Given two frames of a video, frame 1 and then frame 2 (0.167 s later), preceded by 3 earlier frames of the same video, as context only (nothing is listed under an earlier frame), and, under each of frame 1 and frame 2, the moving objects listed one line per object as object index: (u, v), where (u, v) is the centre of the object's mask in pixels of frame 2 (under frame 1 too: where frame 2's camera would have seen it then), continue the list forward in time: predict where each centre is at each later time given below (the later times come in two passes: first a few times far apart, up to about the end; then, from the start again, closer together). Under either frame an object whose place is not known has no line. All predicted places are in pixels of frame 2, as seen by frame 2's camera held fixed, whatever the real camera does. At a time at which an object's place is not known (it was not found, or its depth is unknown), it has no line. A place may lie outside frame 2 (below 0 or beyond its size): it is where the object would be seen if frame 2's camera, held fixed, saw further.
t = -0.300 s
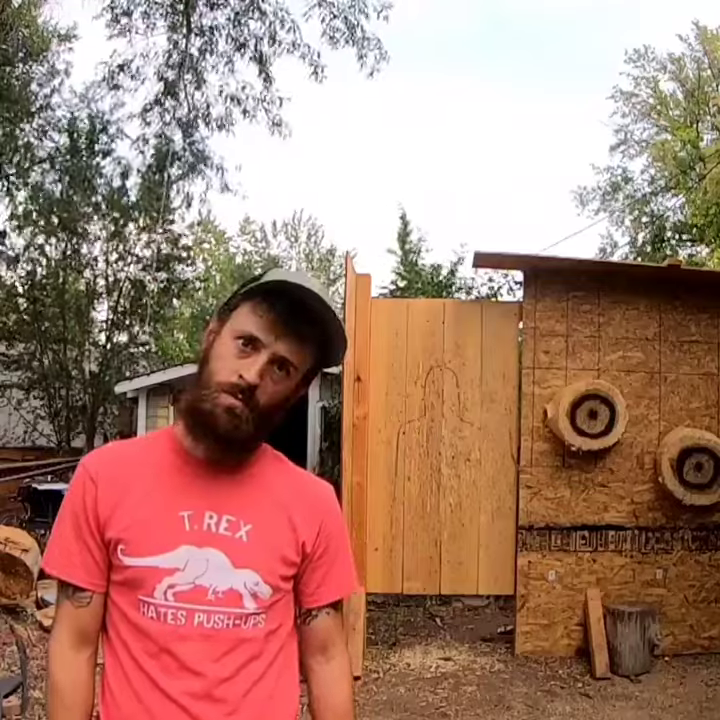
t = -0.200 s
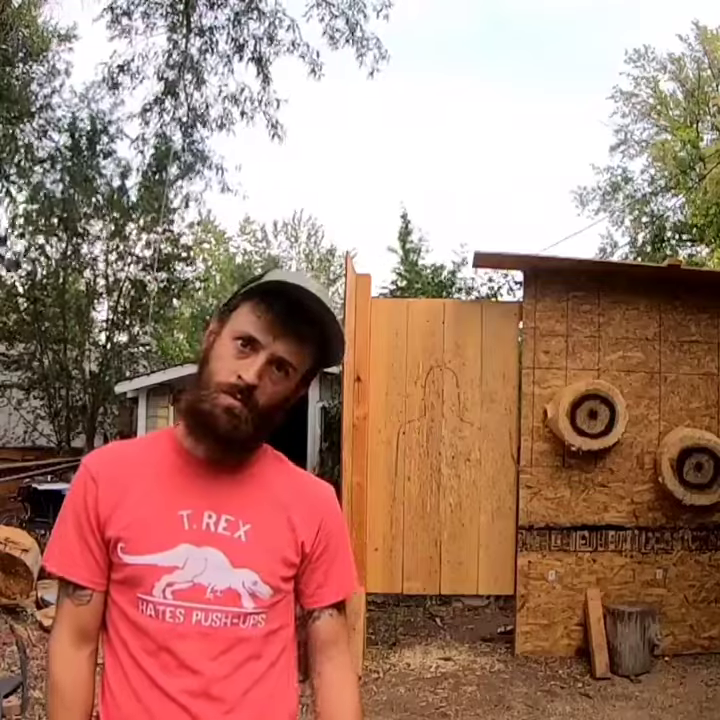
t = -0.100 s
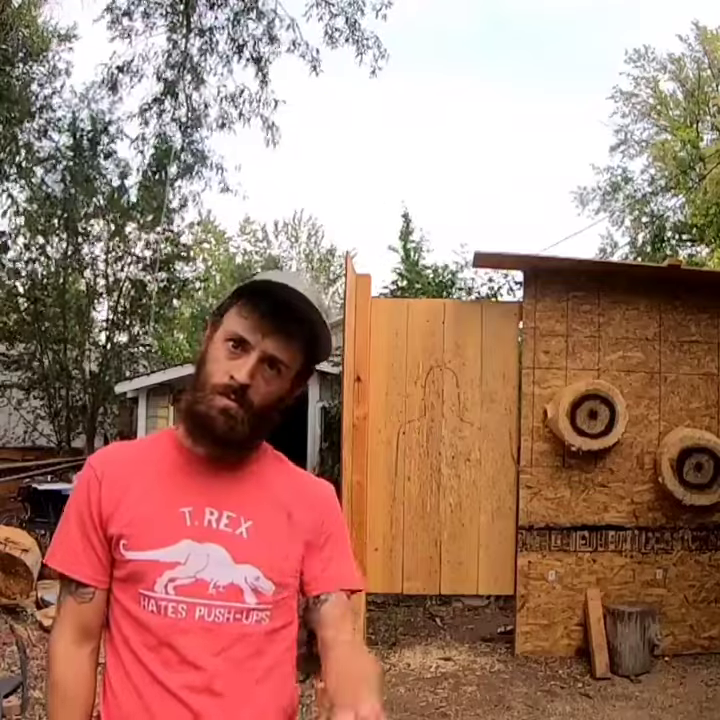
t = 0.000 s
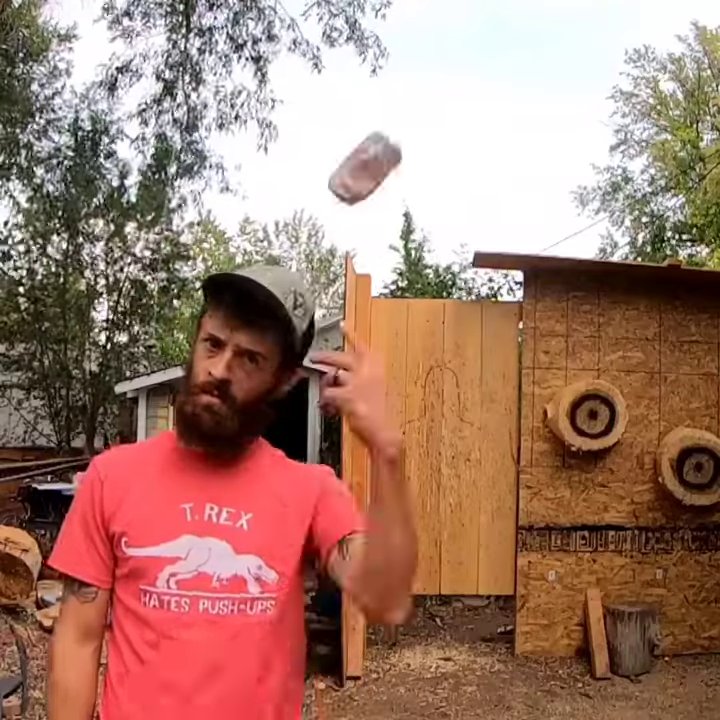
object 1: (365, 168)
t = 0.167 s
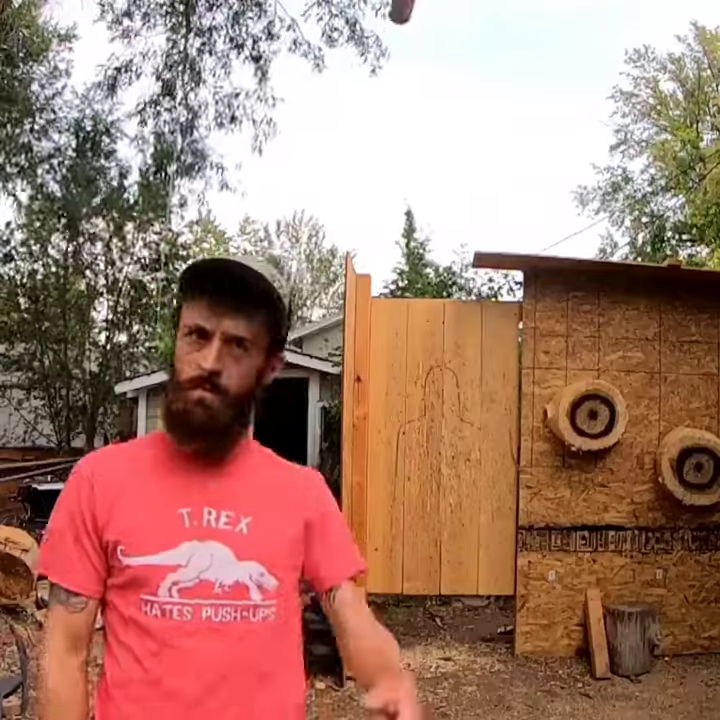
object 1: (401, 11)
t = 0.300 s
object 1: (414, 13)
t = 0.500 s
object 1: (396, 74)
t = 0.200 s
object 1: (402, 9)
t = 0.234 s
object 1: (407, 7)
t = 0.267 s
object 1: (413, 8)
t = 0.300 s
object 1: (414, 13)
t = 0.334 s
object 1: (413, 23)
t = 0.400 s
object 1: (407, 42)
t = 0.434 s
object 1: (404, 53)
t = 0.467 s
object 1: (400, 63)
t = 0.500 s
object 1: (396, 74)
